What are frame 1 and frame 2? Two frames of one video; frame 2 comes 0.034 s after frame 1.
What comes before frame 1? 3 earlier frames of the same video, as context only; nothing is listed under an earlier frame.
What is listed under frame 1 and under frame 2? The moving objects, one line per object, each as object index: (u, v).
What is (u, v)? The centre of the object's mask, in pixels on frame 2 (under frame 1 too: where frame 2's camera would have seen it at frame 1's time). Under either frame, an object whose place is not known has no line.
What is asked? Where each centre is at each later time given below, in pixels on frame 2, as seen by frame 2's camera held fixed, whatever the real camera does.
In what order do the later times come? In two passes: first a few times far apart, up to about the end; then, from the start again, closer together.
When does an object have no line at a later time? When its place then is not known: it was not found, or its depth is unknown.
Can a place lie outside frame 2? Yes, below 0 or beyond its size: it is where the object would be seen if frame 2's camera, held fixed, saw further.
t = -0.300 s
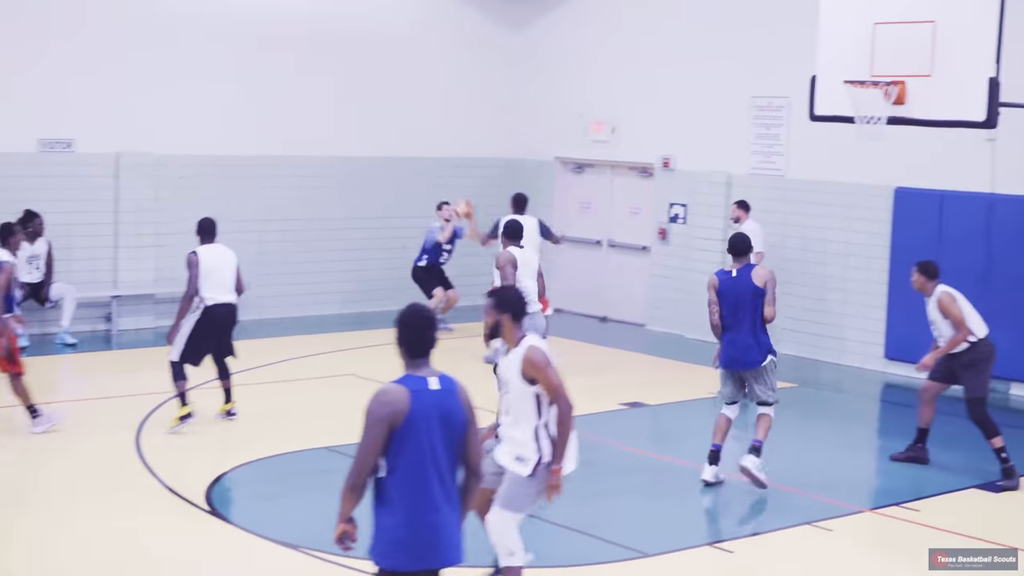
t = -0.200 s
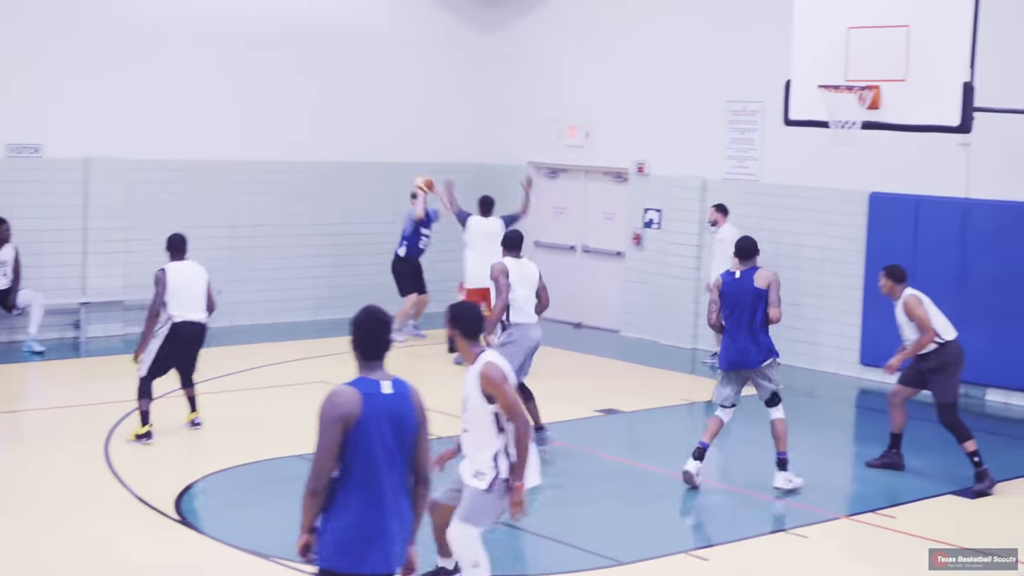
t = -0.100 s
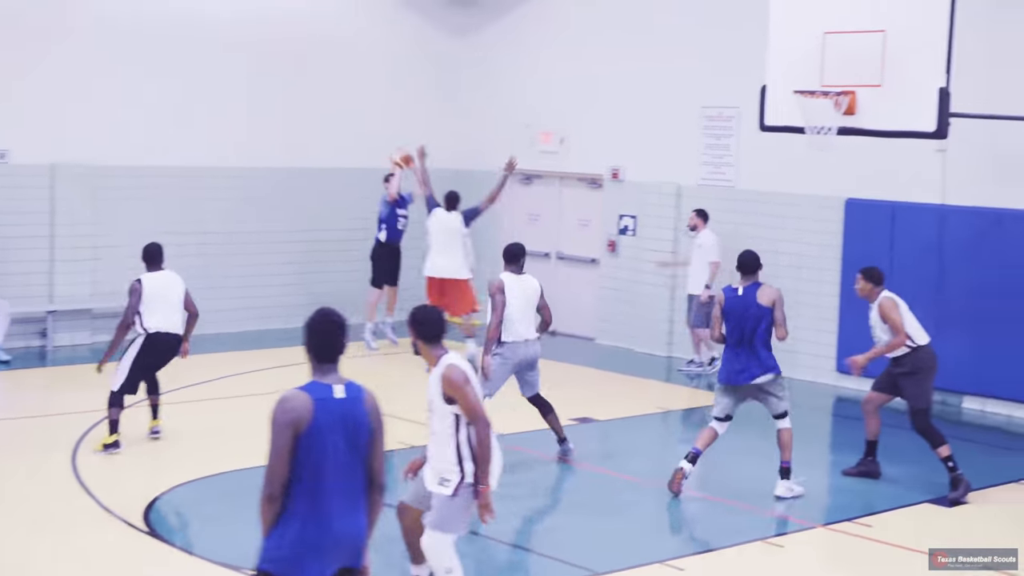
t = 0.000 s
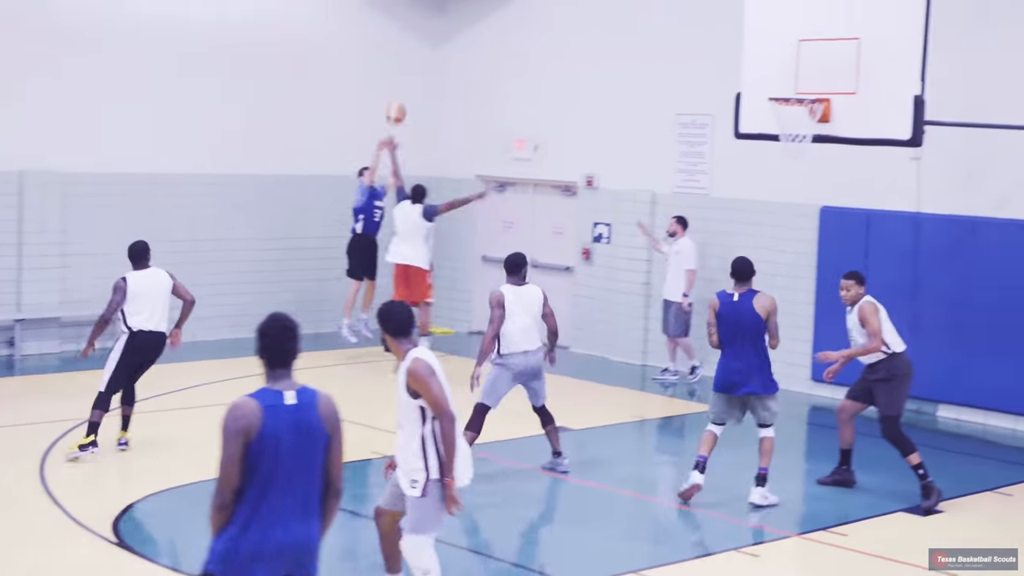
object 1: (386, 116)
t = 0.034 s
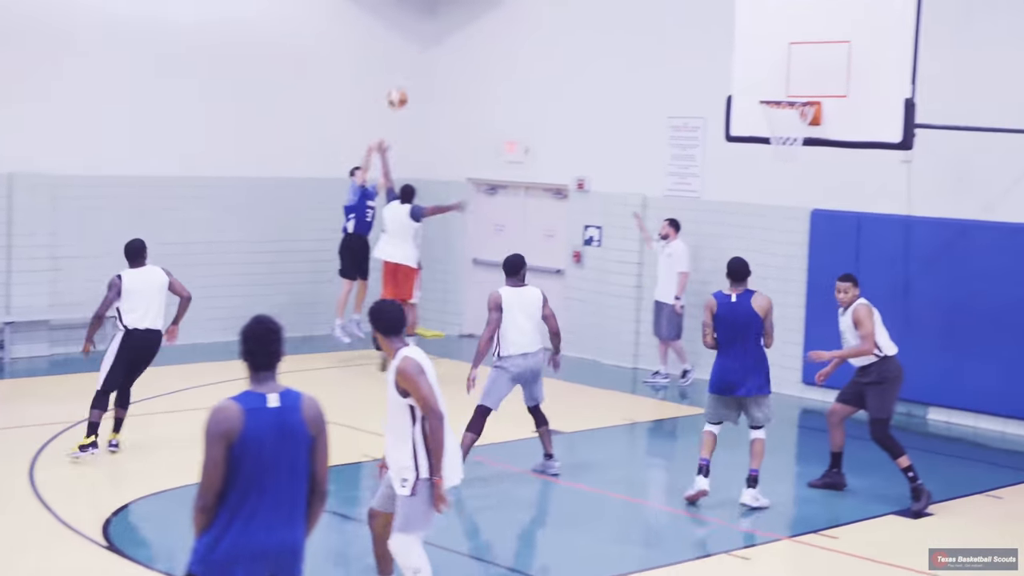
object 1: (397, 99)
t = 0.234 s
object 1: (460, 5)
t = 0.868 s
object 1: (684, -60)
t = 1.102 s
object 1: (757, -32)
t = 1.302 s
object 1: (784, -73)
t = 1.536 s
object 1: (814, -69)
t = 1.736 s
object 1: (839, -7)
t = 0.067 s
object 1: (407, 81)
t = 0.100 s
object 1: (417, 63)
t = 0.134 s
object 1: (427, 48)
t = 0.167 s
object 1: (438, 33)
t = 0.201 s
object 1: (449, 19)
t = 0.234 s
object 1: (460, 5)
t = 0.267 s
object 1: (471, -7)
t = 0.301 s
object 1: (482, -15)
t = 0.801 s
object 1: (657, -60)
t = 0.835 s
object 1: (669, -60)
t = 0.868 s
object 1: (684, -60)
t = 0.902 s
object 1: (696, -54)
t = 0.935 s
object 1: (708, -45)
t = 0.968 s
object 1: (722, -34)
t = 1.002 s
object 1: (735, -23)
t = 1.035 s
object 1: (748, -12)
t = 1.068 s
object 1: (753, -21)
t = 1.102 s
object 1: (757, -32)
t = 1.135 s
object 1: (761, -41)
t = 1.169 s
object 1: (765, -50)
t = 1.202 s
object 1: (770, -58)
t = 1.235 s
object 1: (774, -64)
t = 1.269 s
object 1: (780, -69)
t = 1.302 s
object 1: (784, -73)
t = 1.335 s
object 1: (788, -77)
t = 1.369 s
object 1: (792, -80)
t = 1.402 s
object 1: (797, -80)
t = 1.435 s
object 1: (802, -79)
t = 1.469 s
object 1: (807, -77)
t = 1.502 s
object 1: (811, -72)
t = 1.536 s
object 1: (814, -69)
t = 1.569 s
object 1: (819, -62)
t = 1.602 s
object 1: (823, -53)
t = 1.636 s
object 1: (827, -43)
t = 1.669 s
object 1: (831, -32)
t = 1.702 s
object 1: (835, -21)
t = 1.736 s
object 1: (839, -7)
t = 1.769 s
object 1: (842, 8)
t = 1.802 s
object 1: (846, 26)
